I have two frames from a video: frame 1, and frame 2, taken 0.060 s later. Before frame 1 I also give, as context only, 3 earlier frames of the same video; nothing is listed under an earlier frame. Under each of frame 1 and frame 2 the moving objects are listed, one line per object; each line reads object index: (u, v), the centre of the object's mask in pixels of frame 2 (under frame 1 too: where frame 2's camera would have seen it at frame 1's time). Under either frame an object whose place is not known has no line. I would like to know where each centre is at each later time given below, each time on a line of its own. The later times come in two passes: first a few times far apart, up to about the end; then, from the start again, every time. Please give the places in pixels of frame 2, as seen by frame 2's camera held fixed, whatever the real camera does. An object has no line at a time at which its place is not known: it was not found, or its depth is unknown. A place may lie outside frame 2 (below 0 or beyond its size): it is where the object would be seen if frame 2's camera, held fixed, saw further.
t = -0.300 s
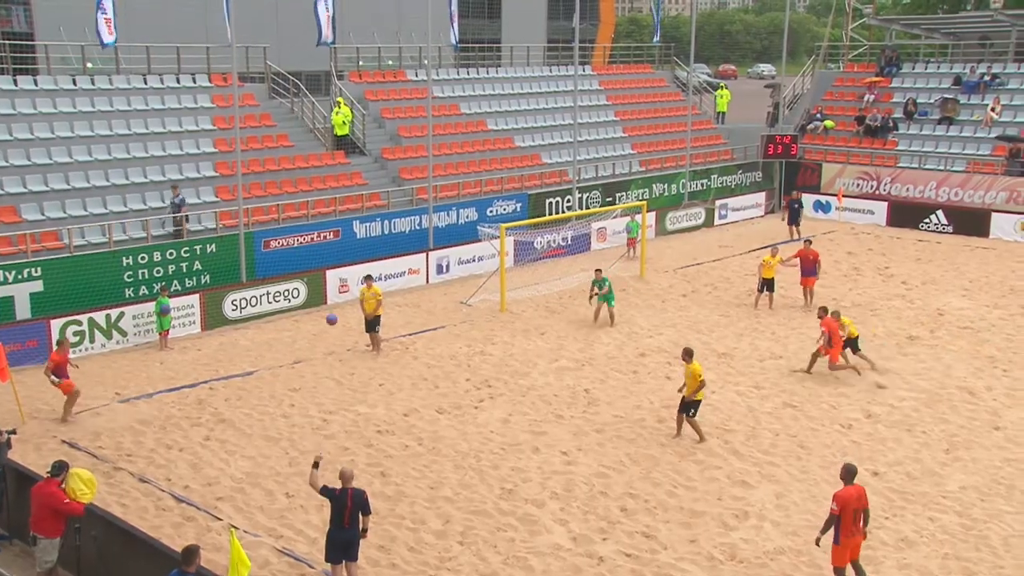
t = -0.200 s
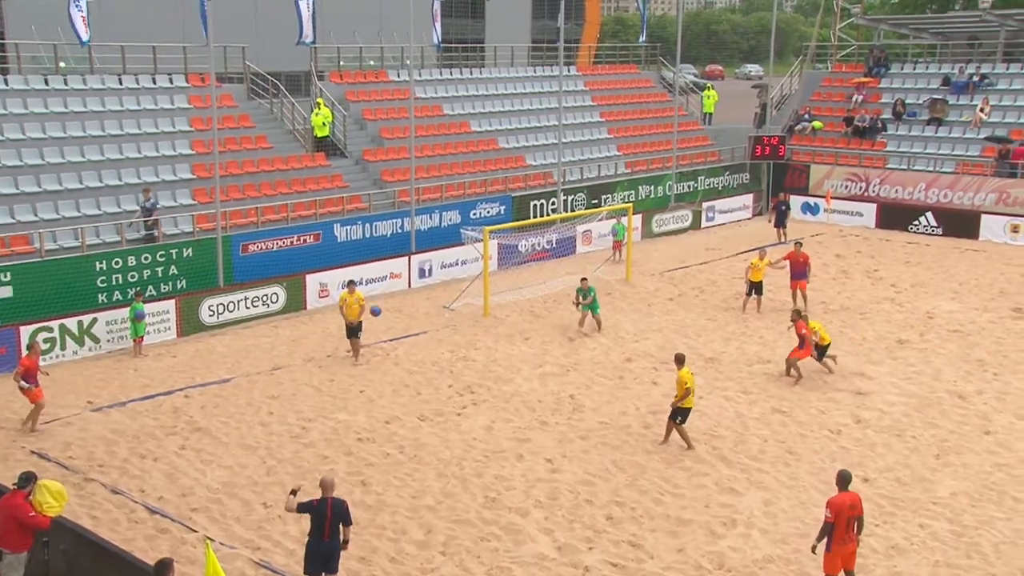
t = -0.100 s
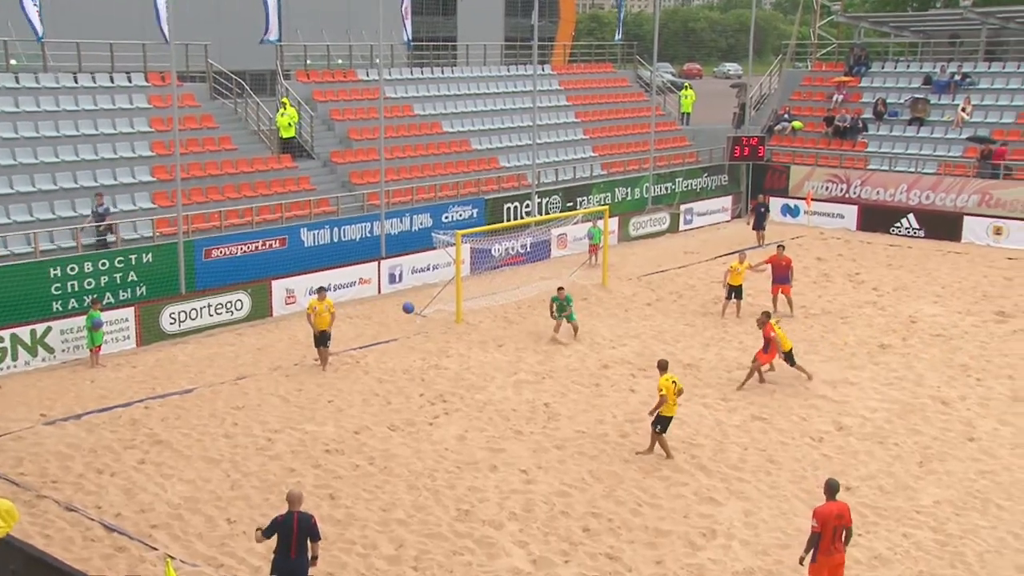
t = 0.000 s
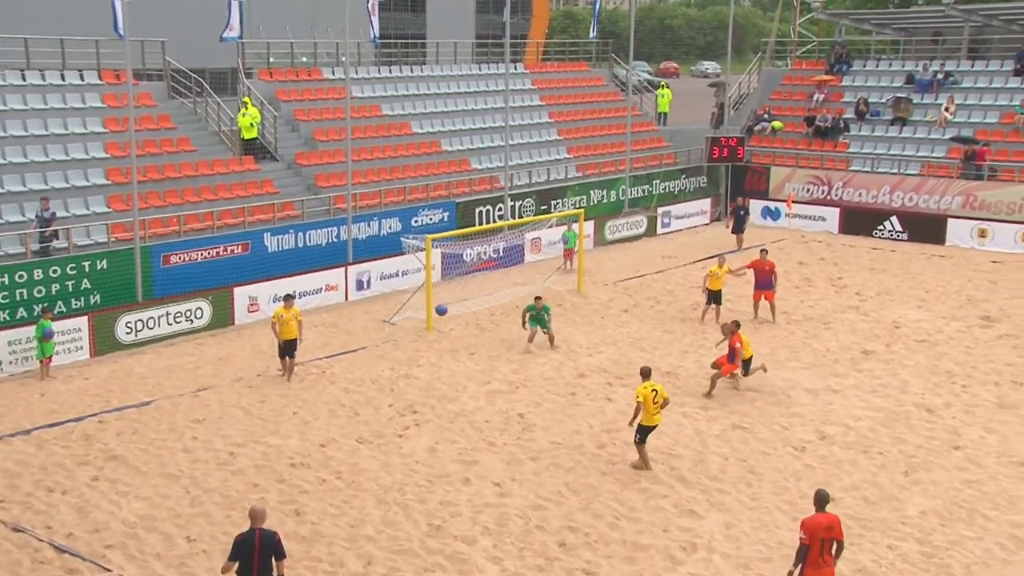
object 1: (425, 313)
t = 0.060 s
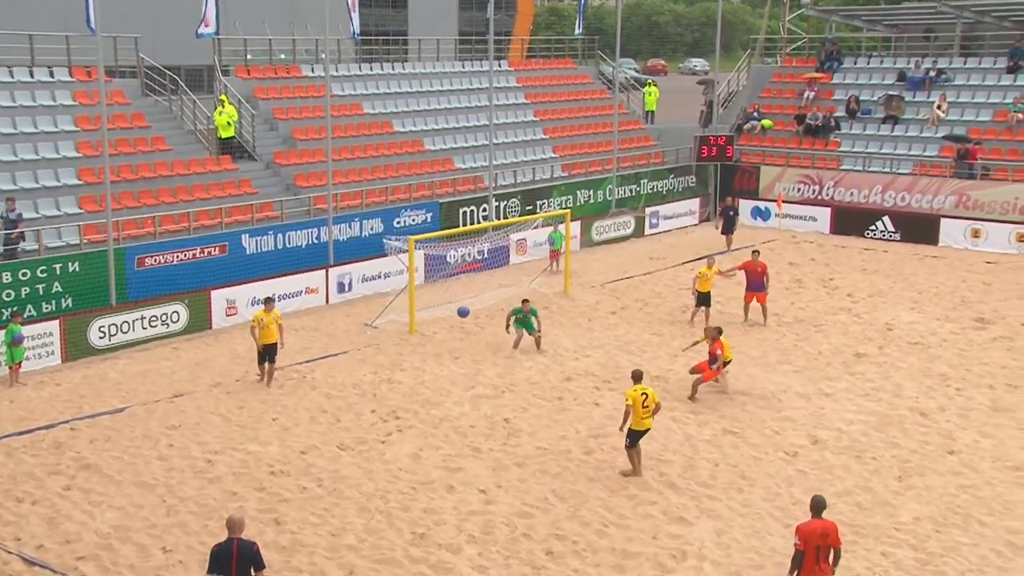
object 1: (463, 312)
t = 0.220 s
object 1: (561, 319)
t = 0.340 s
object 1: (632, 333)
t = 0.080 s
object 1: (476, 312)
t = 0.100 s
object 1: (488, 312)
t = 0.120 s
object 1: (500, 313)
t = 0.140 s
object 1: (512, 312)
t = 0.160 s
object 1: (525, 314)
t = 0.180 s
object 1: (537, 316)
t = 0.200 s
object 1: (549, 317)
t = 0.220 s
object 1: (561, 319)
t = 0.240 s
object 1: (573, 321)
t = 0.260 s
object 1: (585, 323)
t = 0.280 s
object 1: (596, 325)
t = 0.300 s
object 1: (608, 328)
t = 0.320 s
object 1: (620, 330)
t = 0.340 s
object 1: (632, 333)
